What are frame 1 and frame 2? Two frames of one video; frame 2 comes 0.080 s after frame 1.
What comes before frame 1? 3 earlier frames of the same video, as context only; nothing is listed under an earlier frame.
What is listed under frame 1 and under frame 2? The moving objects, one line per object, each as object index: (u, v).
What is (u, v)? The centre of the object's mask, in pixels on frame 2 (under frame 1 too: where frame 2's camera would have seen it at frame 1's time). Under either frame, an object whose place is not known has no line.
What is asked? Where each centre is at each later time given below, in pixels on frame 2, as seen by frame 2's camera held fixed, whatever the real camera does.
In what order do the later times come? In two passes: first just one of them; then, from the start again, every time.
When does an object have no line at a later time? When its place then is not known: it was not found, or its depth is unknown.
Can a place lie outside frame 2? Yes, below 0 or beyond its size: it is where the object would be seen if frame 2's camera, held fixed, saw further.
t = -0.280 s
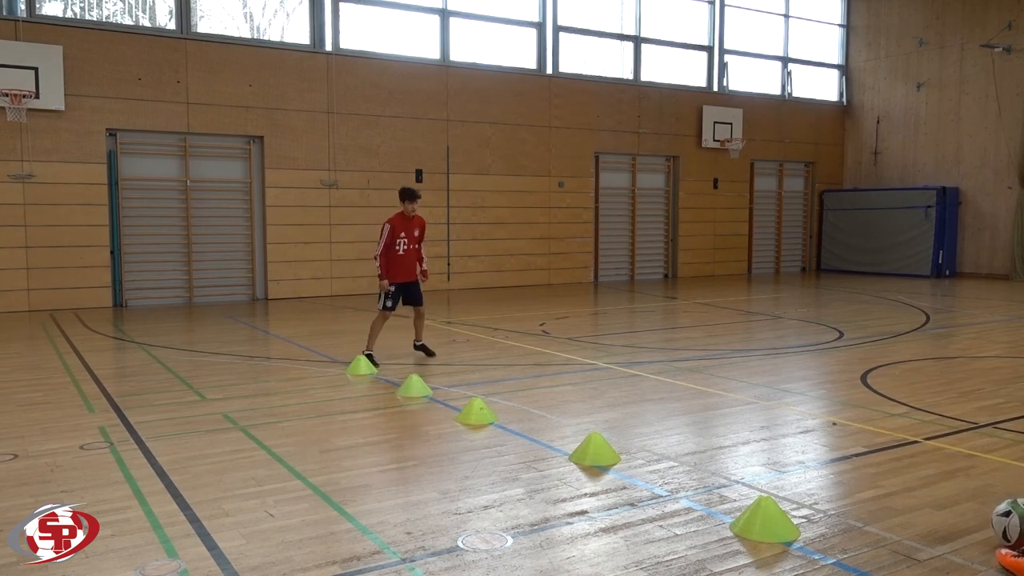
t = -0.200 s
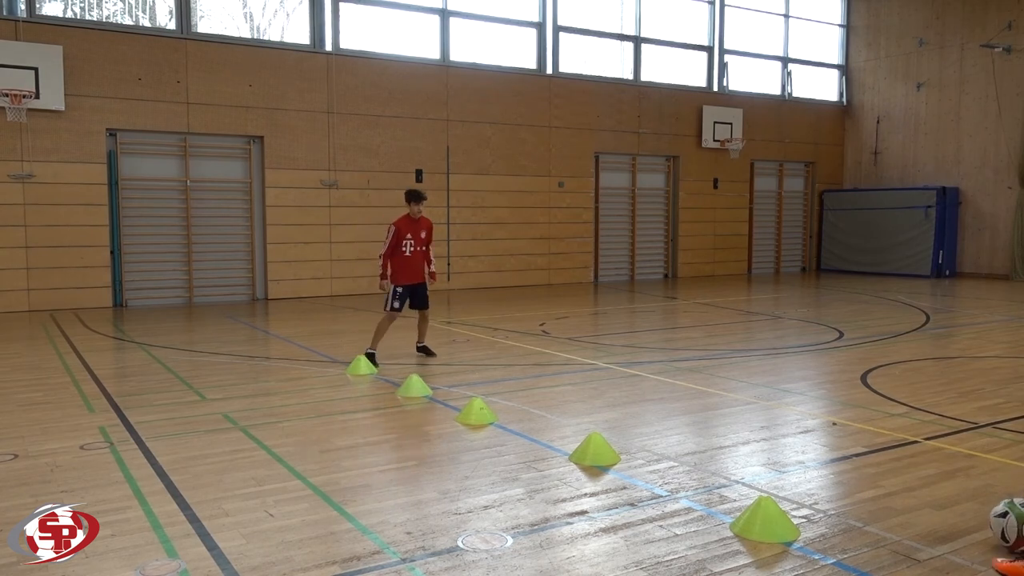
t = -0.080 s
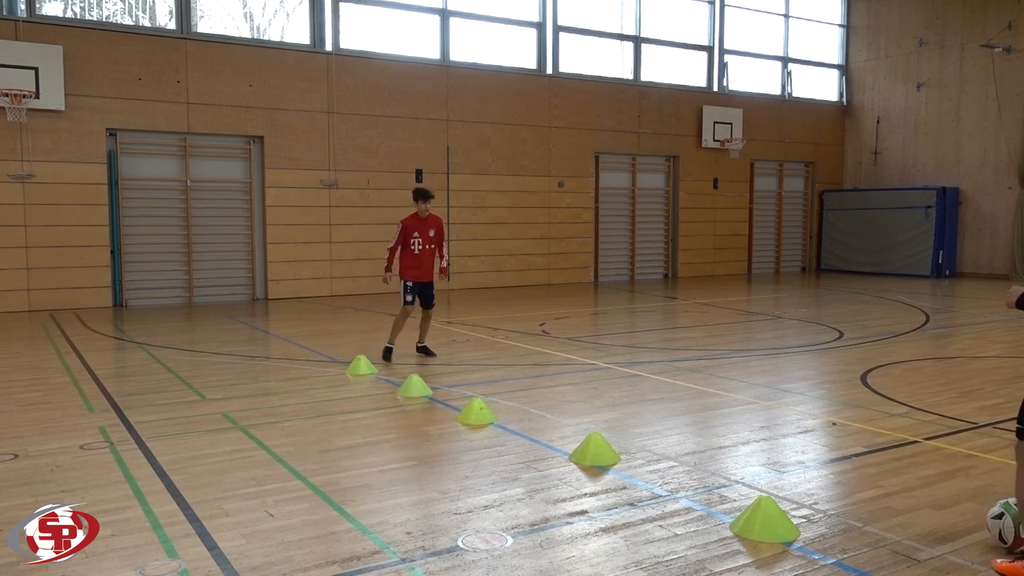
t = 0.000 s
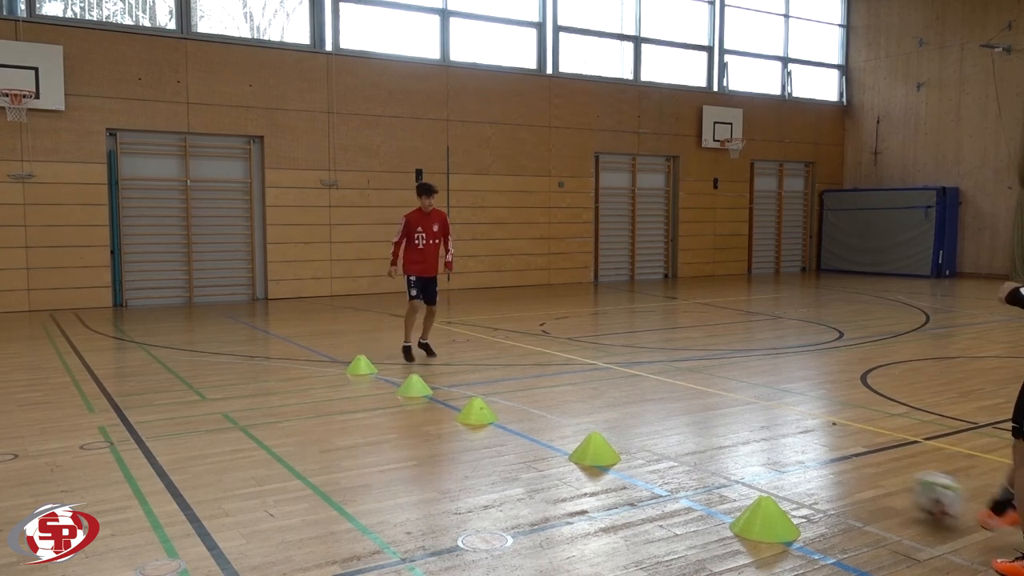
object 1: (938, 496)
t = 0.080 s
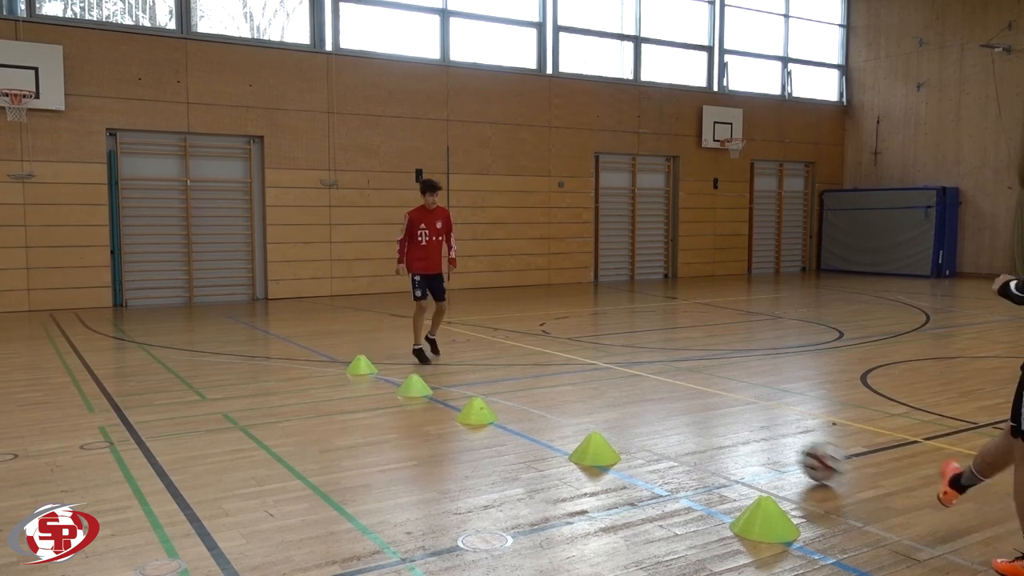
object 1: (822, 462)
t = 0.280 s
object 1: (647, 407)
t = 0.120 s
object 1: (776, 448)
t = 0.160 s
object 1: (737, 435)
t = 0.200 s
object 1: (703, 425)
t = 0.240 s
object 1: (673, 415)
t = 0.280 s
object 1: (647, 407)
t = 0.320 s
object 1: (623, 399)
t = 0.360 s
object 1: (601, 392)
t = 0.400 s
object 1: (581, 385)
